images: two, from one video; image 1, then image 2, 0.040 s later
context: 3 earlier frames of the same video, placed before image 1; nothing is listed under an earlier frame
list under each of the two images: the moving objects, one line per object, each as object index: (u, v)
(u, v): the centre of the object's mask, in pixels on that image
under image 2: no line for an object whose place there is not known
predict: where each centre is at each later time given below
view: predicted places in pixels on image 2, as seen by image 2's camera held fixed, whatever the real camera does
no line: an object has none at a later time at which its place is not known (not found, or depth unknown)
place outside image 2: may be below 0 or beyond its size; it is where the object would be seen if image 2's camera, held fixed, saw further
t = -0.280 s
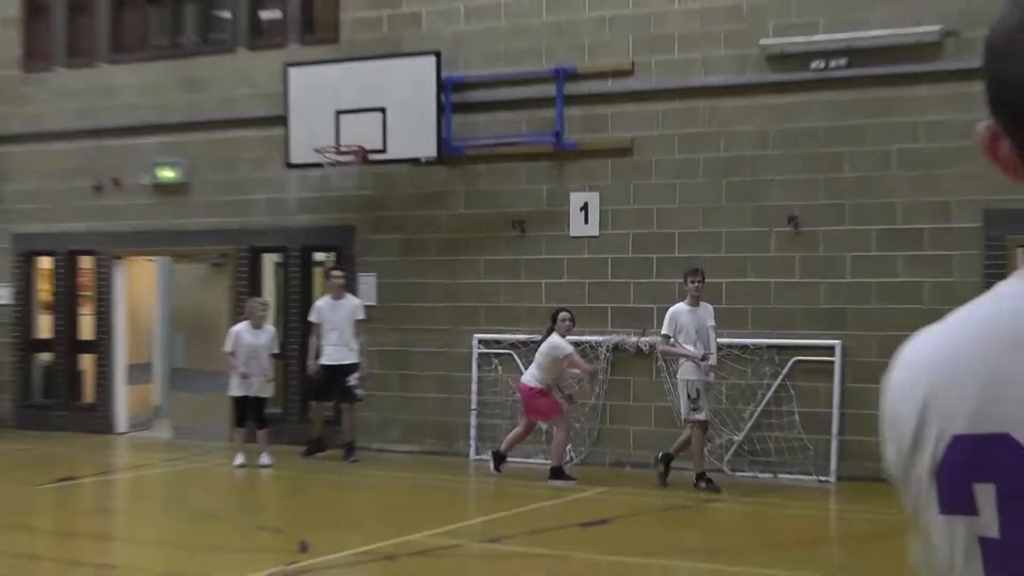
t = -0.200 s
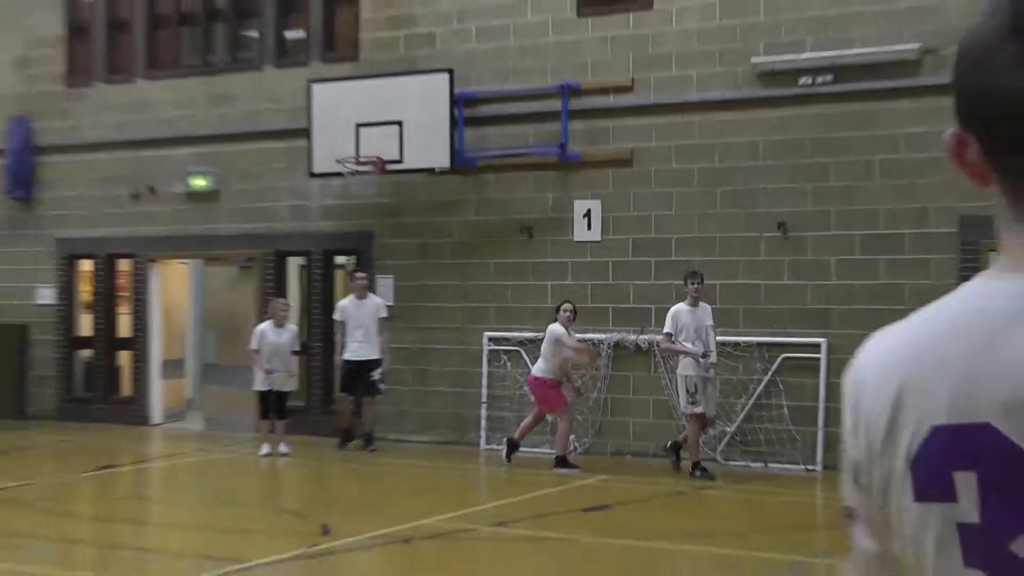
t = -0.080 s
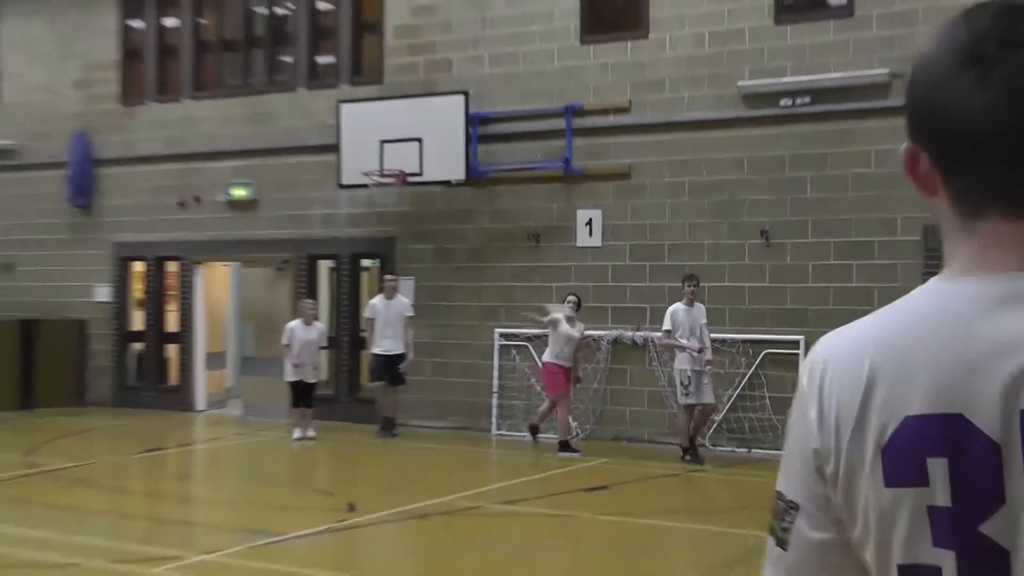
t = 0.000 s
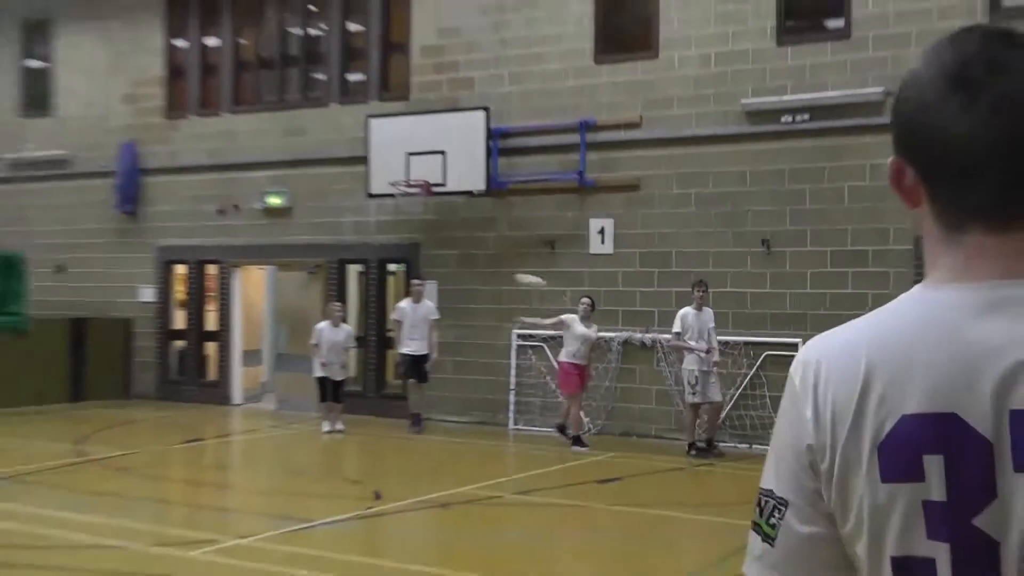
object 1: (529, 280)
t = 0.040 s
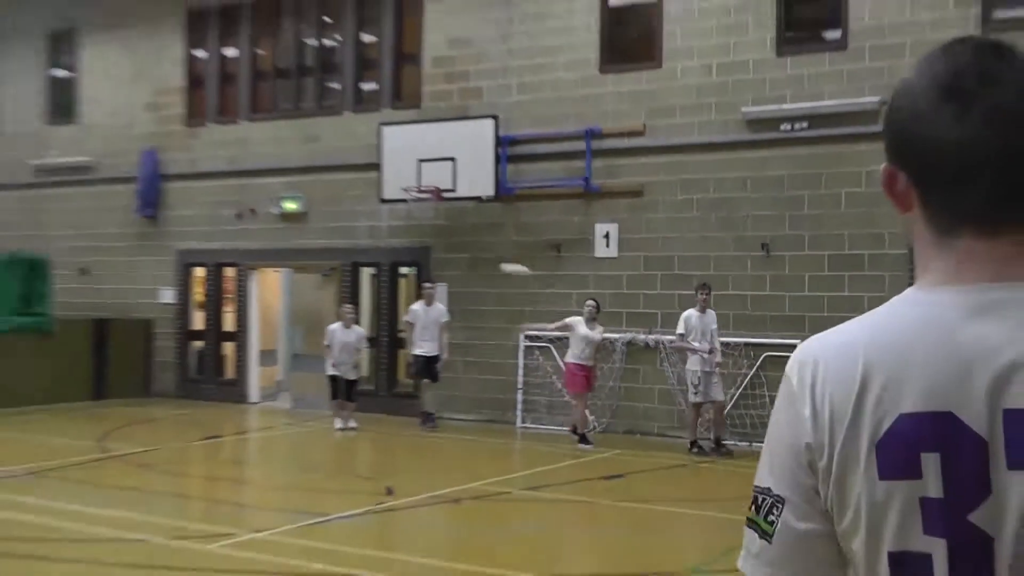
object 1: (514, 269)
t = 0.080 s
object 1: (489, 256)
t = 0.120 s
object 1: (463, 243)
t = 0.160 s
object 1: (434, 230)
